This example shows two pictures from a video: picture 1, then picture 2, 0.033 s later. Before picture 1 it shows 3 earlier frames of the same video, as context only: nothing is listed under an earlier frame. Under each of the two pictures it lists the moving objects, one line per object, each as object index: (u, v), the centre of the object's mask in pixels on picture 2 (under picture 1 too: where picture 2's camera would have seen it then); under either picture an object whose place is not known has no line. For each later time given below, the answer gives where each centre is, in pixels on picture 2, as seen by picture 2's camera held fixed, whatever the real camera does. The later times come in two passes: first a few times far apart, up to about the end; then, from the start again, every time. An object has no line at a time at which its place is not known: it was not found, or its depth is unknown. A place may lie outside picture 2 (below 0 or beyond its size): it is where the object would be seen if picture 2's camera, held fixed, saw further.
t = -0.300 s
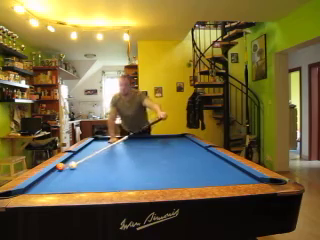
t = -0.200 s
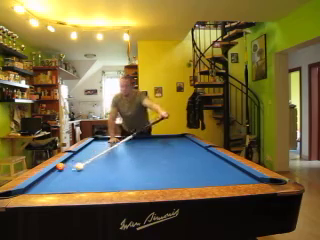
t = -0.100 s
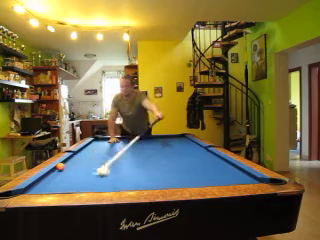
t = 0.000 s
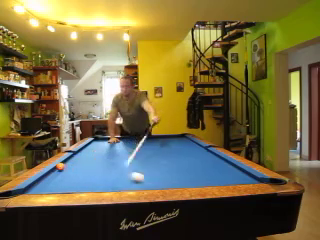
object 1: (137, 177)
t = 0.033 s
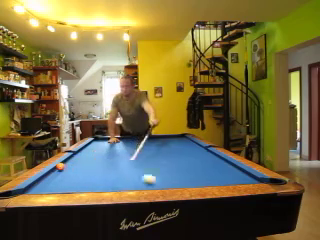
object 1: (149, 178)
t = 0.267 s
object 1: (212, 179)
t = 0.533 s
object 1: (233, 169)
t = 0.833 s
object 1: (191, 163)
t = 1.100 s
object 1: (162, 159)
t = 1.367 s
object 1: (139, 155)
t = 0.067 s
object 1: (161, 180)
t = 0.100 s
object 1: (173, 182)
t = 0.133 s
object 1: (185, 183)
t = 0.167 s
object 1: (196, 183)
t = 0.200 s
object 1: (201, 182)
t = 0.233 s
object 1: (207, 180)
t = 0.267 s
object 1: (212, 179)
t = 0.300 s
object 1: (217, 178)
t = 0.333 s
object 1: (222, 177)
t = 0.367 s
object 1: (227, 175)
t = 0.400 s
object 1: (231, 174)
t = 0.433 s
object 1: (236, 172)
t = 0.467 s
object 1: (240, 171)
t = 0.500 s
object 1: (238, 170)
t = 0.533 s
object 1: (233, 169)
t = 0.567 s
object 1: (227, 168)
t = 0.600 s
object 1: (223, 168)
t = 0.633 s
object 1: (218, 167)
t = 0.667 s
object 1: (213, 166)
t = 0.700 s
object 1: (209, 166)
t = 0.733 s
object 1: (204, 165)
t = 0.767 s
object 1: (200, 164)
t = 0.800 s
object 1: (196, 164)
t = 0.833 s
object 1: (191, 163)
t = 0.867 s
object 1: (187, 163)
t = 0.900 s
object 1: (183, 162)
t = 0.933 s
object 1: (180, 162)
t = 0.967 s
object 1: (176, 161)
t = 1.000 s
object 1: (173, 161)
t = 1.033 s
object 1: (169, 160)
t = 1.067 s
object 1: (165, 159)
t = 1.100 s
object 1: (162, 159)
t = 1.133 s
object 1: (159, 158)
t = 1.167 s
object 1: (156, 158)
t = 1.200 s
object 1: (153, 157)
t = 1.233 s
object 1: (150, 157)
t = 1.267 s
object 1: (147, 157)
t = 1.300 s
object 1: (144, 156)
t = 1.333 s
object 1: (141, 156)
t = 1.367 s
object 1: (139, 155)
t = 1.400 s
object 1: (136, 155)
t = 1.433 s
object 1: (134, 155)
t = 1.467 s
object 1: (131, 154)
